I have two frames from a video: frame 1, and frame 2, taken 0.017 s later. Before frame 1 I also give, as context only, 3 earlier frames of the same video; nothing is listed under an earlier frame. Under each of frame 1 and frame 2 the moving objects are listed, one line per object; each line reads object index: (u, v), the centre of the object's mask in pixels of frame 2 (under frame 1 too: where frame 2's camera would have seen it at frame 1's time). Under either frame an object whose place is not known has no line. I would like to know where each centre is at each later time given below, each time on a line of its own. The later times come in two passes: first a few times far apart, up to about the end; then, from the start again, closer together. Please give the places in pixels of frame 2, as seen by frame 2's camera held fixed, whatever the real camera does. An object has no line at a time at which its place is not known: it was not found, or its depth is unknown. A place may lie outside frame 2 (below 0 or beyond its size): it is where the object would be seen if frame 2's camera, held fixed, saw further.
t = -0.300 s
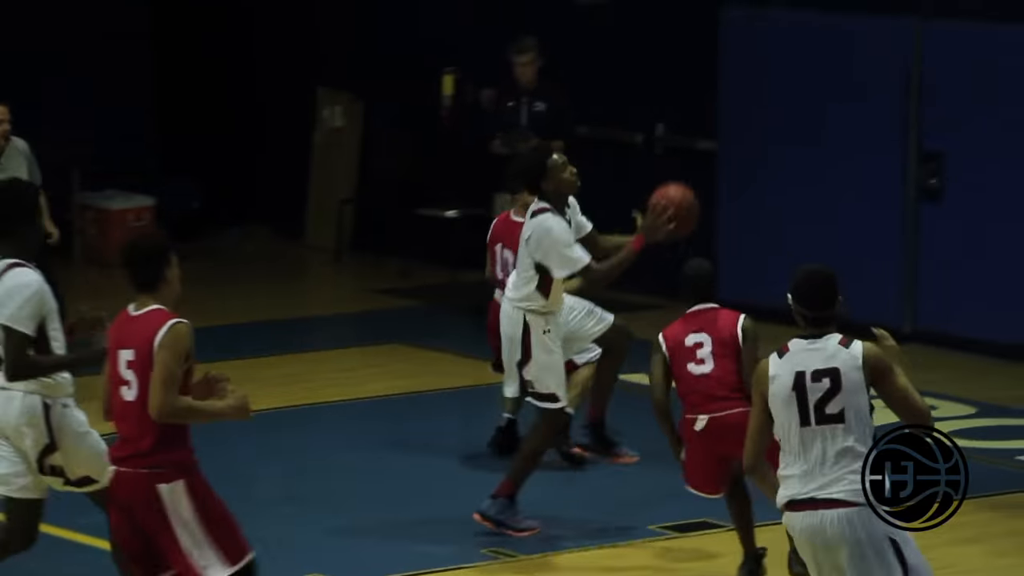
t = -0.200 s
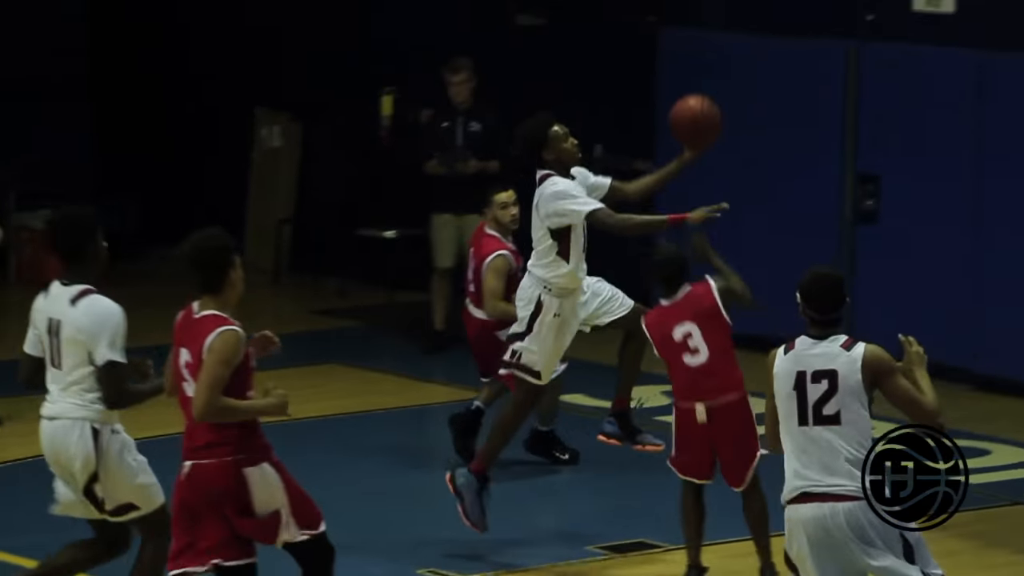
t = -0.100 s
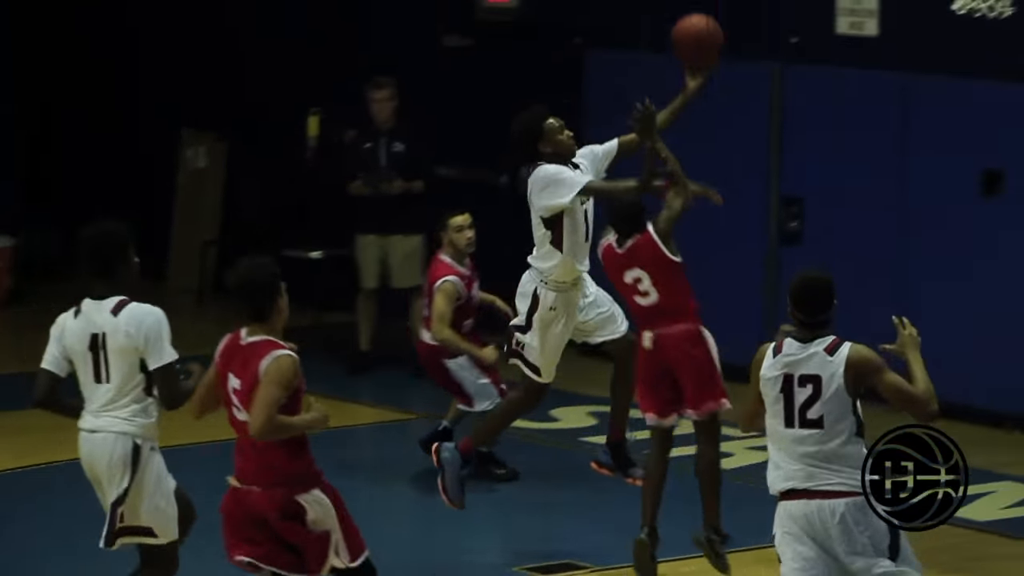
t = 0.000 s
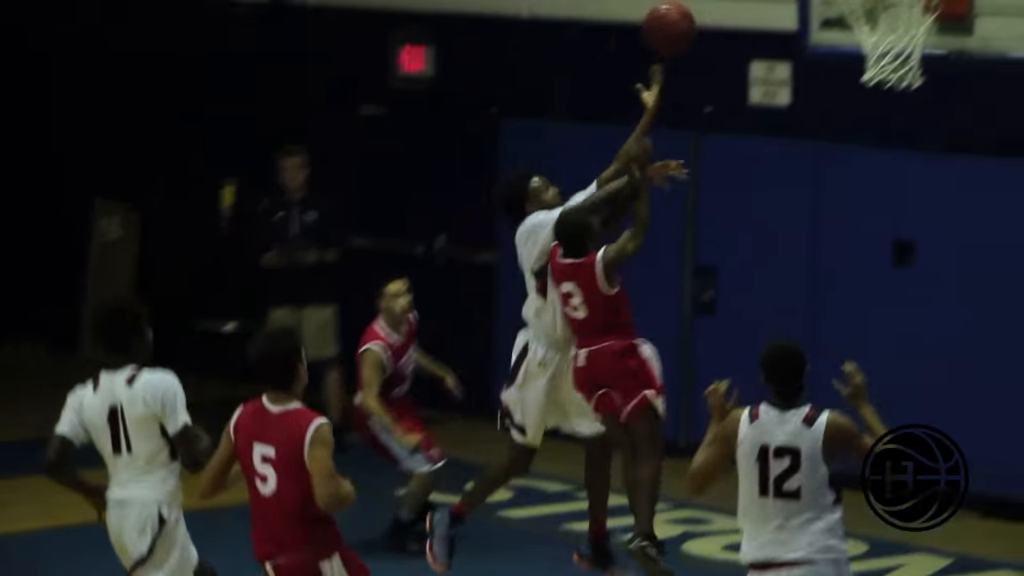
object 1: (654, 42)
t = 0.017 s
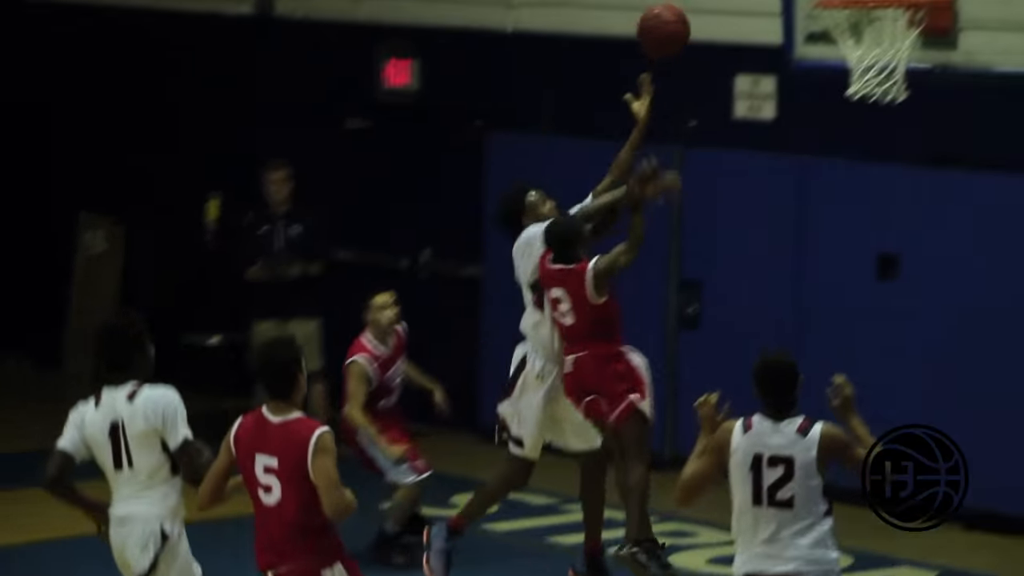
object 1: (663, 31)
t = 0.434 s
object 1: (848, -77)
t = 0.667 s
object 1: (848, 0)
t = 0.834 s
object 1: (857, 44)
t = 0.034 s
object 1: (672, 19)
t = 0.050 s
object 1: (681, 9)
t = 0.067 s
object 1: (689, -1)
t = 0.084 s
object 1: (698, -11)
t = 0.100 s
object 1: (707, -19)
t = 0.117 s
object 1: (716, -28)
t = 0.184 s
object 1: (752, -55)
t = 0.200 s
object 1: (761, -60)
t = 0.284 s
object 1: (807, -76)
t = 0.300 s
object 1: (816, -76)
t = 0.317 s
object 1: (824, -77)
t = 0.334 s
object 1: (833, -77)
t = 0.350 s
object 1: (842, -77)
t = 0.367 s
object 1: (847, -77)
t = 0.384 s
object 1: (847, -78)
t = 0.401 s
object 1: (848, -78)
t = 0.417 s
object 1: (847, -78)
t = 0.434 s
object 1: (848, -77)
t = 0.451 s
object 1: (848, -76)
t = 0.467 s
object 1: (848, -74)
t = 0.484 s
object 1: (848, -71)
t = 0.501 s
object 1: (848, -68)
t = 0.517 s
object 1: (848, -63)
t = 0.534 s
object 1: (848, -58)
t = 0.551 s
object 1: (848, -53)
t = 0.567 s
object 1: (848, -47)
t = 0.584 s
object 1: (848, -41)
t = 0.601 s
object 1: (847, -33)
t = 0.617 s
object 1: (847, -26)
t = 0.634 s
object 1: (847, -21)
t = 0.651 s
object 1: (847, -16)
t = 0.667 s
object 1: (848, 0)
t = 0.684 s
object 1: (847, 15)
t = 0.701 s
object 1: (846, 27)
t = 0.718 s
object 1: (847, 31)
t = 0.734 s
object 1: (846, 37)
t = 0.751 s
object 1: (846, 40)
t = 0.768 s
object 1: (847, 42)
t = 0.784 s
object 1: (849, 44)
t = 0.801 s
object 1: (852, 46)
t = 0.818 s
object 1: (855, 44)
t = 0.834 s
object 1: (857, 44)
